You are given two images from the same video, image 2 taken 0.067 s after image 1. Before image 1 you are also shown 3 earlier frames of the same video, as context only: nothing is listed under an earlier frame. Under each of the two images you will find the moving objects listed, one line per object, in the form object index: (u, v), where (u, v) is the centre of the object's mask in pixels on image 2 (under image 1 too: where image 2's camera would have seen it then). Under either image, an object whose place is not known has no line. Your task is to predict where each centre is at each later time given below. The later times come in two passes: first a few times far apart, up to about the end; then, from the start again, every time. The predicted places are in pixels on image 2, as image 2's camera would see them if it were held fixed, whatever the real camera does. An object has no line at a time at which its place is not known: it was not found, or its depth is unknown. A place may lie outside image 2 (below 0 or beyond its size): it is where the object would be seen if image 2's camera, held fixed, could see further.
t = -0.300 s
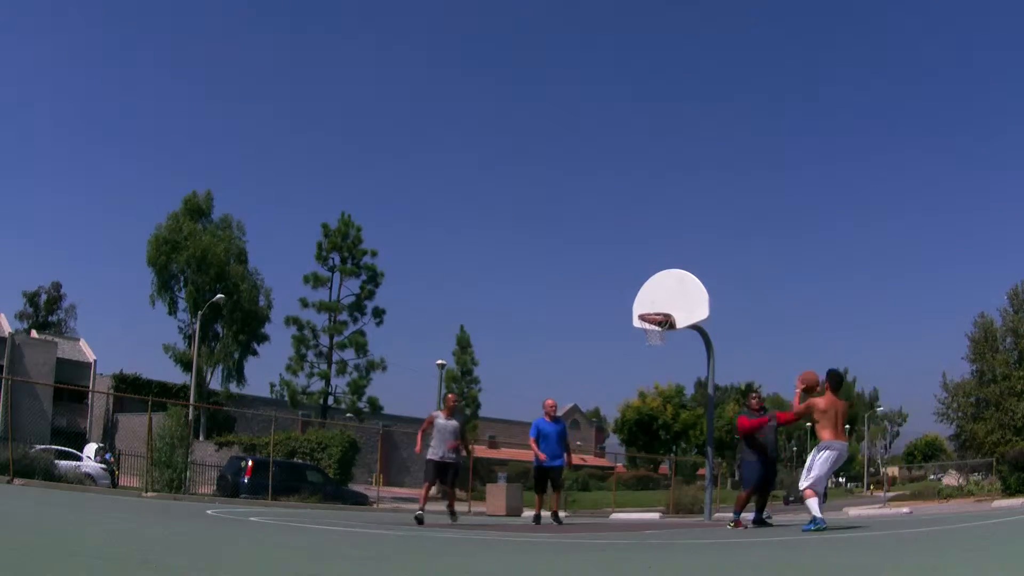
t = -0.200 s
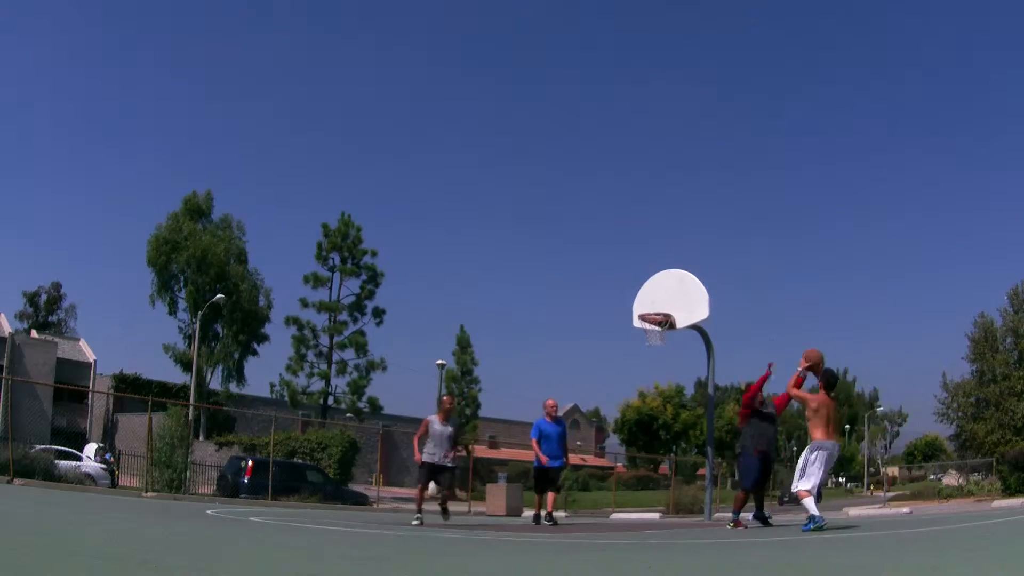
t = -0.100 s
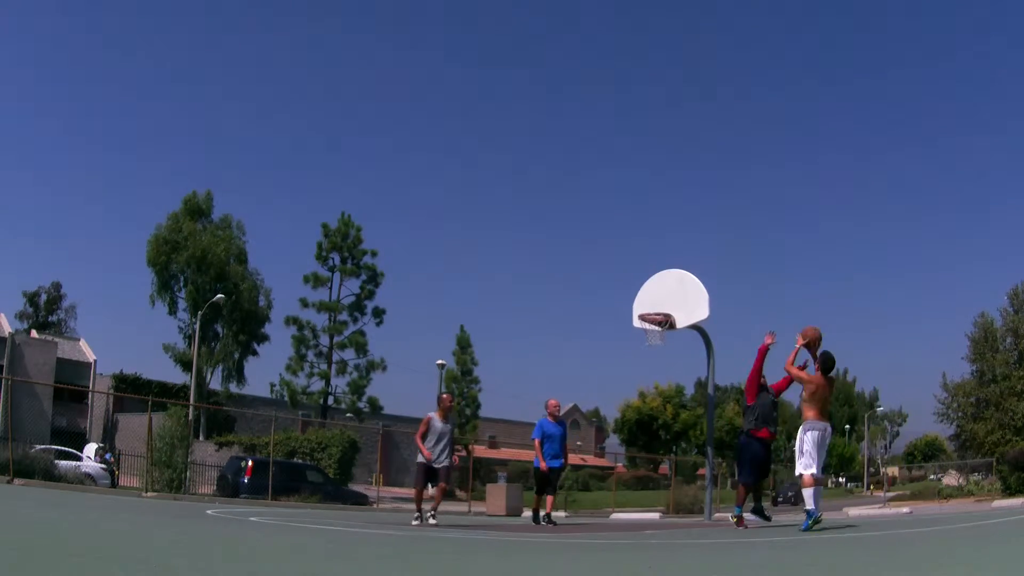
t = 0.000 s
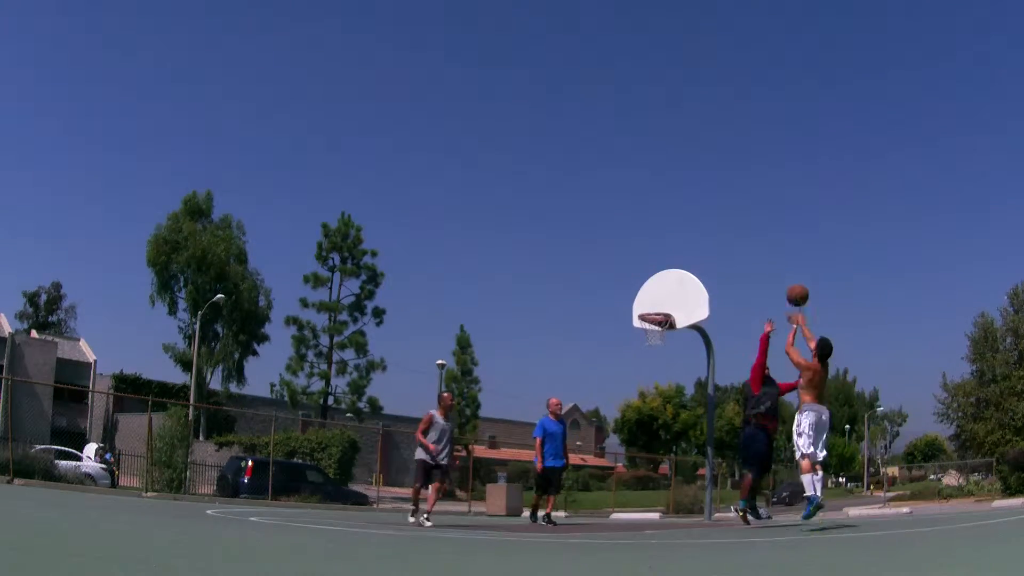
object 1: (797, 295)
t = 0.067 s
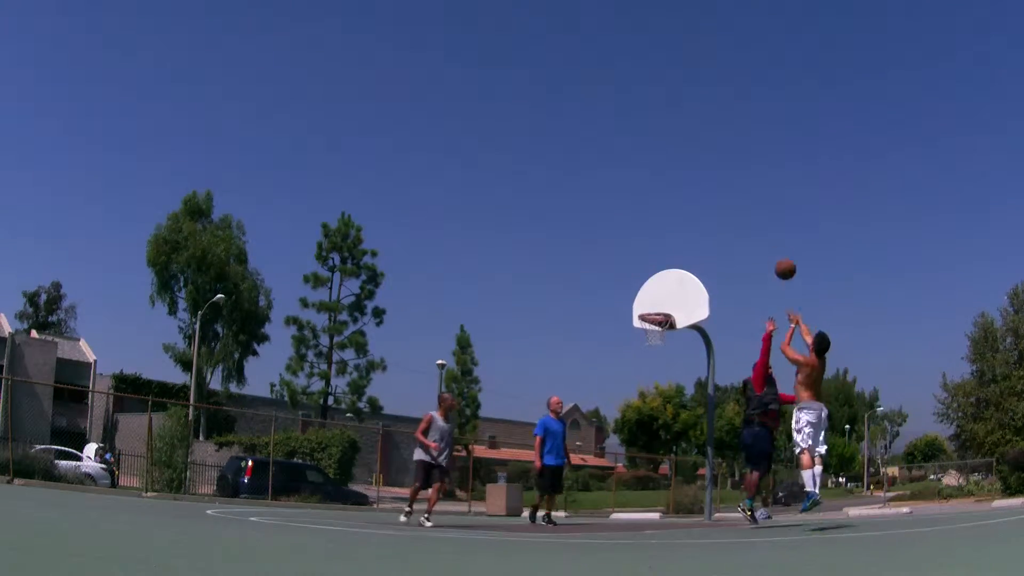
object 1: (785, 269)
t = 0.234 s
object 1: (758, 226)
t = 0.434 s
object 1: (730, 207)
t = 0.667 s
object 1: (703, 224)
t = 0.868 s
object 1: (683, 265)
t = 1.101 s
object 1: (669, 286)
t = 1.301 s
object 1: (667, 259)
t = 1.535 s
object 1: (664, 261)
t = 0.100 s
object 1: (779, 258)
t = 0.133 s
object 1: (774, 248)
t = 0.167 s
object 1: (768, 240)
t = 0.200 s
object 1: (763, 232)
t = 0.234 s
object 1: (758, 226)
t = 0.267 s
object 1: (753, 220)
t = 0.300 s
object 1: (748, 216)
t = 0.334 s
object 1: (743, 213)
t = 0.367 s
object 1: (739, 209)
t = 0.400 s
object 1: (734, 208)
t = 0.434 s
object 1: (730, 207)
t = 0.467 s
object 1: (726, 207)
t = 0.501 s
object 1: (722, 208)
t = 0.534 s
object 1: (719, 210)
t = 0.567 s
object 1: (714, 212)
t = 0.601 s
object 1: (711, 215)
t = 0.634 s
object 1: (707, 219)
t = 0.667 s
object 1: (703, 224)
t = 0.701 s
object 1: (700, 229)
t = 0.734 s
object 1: (696, 235)
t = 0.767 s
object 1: (693, 241)
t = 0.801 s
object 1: (690, 249)
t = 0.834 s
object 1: (686, 256)
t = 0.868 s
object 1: (683, 265)
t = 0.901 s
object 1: (680, 275)
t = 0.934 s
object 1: (677, 285)
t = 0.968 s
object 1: (673, 295)
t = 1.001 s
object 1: (670, 306)
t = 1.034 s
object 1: (670, 301)
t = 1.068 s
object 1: (669, 293)
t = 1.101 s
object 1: (669, 286)
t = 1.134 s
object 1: (669, 280)
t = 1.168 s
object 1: (668, 274)
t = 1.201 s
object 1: (668, 270)
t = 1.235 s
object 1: (667, 265)
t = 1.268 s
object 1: (667, 263)
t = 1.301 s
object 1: (667, 259)
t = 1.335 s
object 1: (666, 257)
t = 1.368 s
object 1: (666, 256)
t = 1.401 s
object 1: (665, 256)
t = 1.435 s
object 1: (665, 256)
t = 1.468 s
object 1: (664, 257)
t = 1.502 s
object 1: (664, 258)
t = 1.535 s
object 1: (664, 261)
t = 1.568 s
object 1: (663, 263)
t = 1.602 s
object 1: (663, 265)
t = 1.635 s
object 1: (662, 266)
